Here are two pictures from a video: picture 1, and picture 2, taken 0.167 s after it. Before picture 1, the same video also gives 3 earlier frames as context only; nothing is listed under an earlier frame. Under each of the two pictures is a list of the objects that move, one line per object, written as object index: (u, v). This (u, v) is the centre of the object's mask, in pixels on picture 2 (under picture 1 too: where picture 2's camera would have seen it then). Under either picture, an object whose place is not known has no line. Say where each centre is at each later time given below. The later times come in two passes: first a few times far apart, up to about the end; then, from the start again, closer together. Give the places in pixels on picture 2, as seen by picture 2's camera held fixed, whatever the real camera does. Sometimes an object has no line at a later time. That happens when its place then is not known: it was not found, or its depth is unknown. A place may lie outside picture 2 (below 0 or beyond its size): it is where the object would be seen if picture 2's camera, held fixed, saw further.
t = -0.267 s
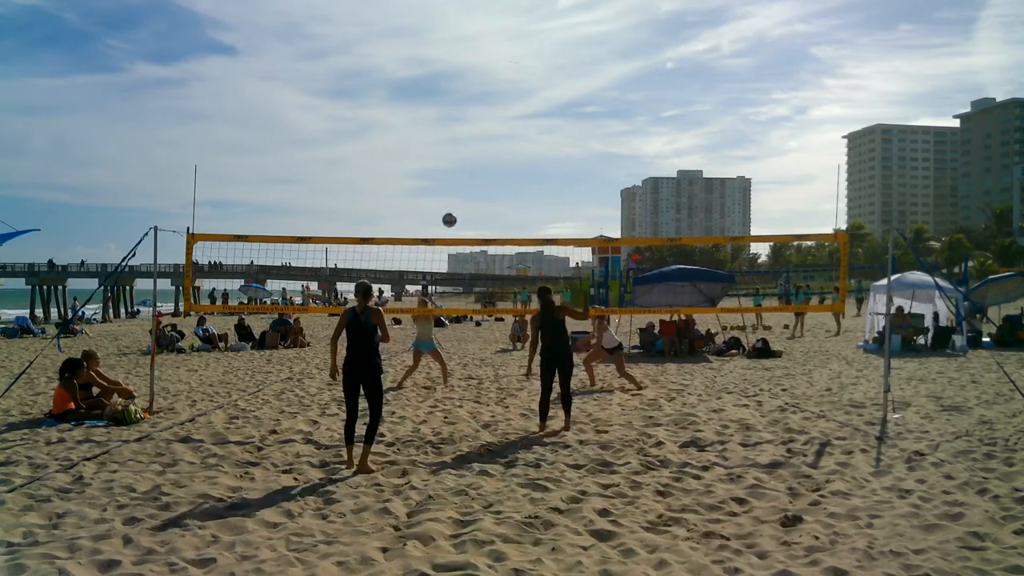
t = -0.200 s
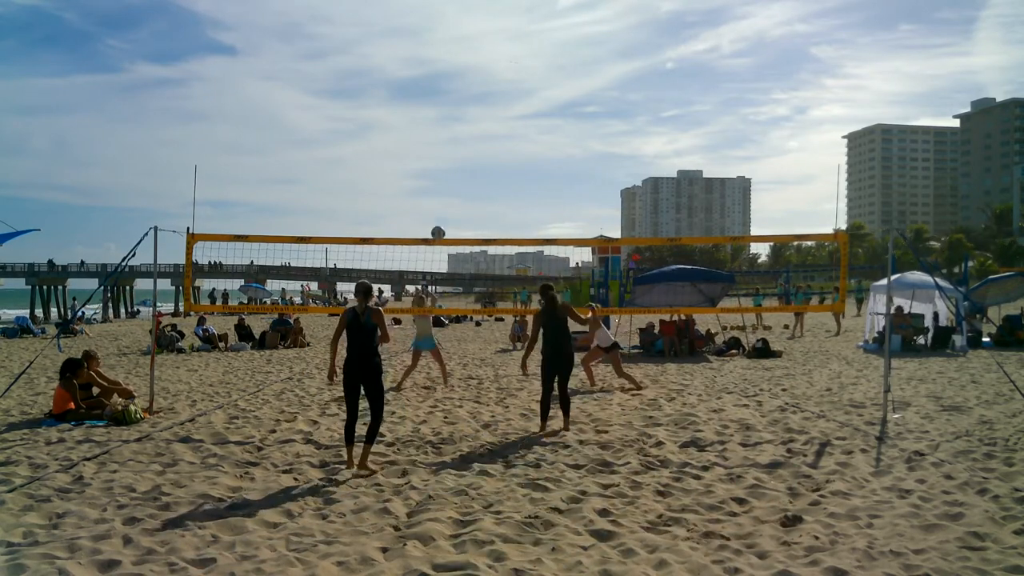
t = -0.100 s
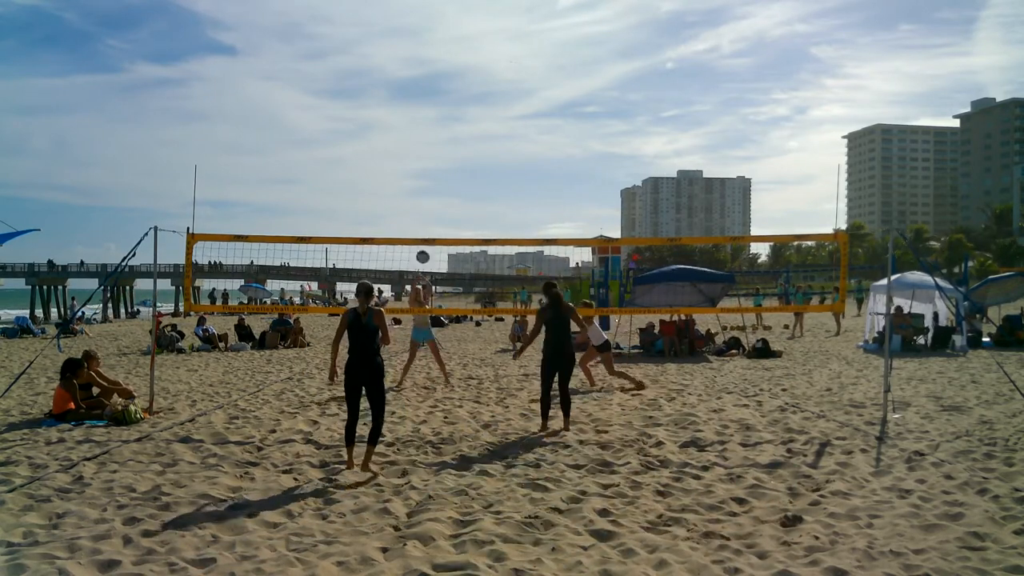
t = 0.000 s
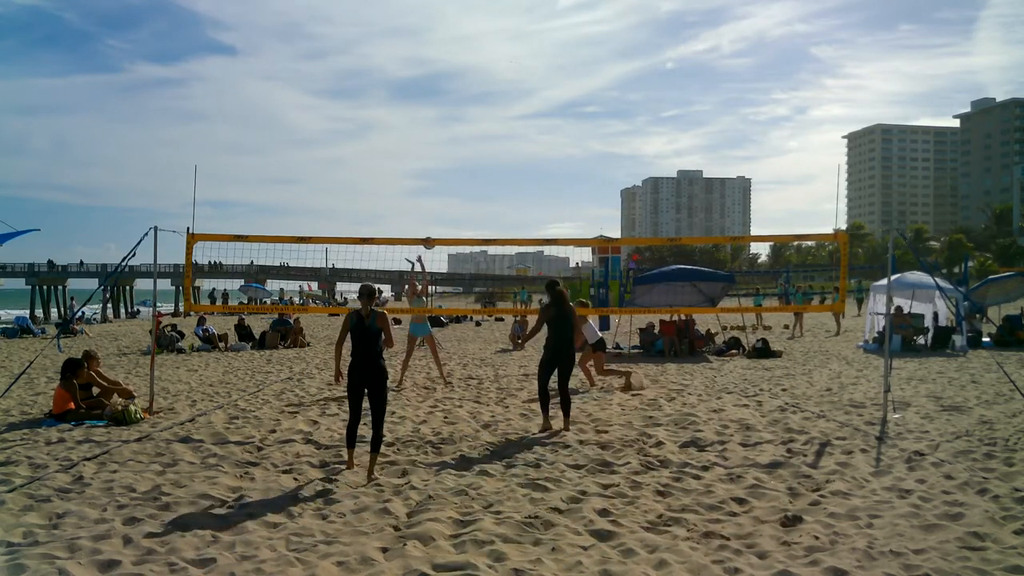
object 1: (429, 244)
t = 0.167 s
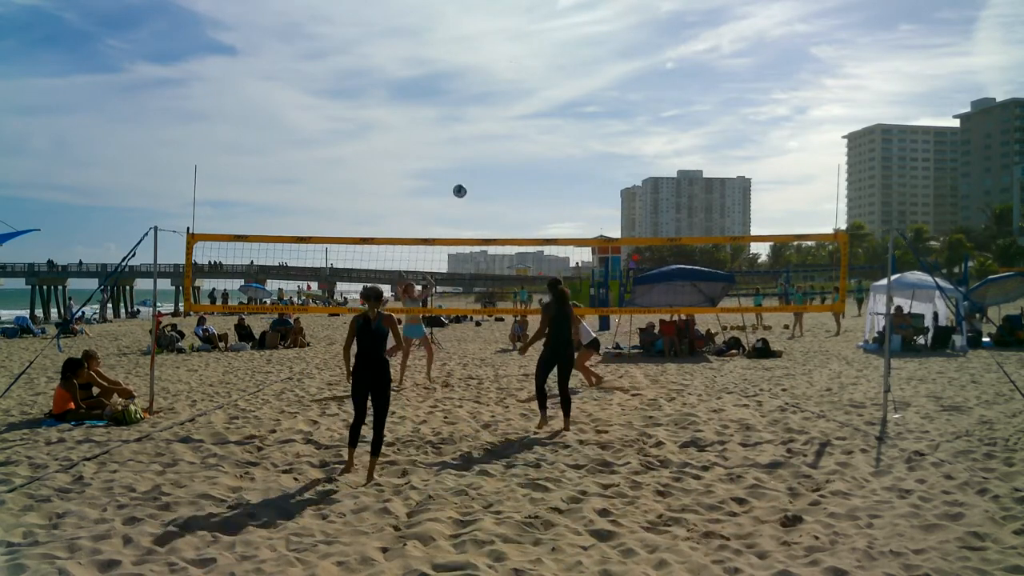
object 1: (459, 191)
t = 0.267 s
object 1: (479, 166)
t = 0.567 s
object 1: (544, 123)
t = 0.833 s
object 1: (613, 133)
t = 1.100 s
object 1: (692, 203)
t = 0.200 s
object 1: (466, 182)
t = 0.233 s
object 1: (472, 174)
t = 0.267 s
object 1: (479, 166)
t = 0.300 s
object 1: (486, 159)
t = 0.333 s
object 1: (493, 152)
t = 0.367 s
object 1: (499, 146)
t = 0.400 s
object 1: (507, 141)
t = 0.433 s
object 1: (514, 136)
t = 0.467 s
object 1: (521, 132)
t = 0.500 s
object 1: (528, 128)
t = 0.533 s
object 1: (536, 125)
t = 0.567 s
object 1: (544, 123)
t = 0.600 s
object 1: (552, 121)
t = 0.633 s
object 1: (560, 120)
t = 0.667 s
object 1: (569, 120)
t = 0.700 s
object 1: (577, 121)
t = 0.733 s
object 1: (586, 123)
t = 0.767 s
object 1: (595, 125)
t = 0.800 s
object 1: (603, 128)
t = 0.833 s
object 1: (613, 133)
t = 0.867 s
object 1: (622, 138)
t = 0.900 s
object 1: (631, 144)
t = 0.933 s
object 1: (641, 152)
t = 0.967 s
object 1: (651, 160)
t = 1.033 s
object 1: (671, 179)
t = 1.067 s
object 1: (682, 188)
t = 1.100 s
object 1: (692, 203)
